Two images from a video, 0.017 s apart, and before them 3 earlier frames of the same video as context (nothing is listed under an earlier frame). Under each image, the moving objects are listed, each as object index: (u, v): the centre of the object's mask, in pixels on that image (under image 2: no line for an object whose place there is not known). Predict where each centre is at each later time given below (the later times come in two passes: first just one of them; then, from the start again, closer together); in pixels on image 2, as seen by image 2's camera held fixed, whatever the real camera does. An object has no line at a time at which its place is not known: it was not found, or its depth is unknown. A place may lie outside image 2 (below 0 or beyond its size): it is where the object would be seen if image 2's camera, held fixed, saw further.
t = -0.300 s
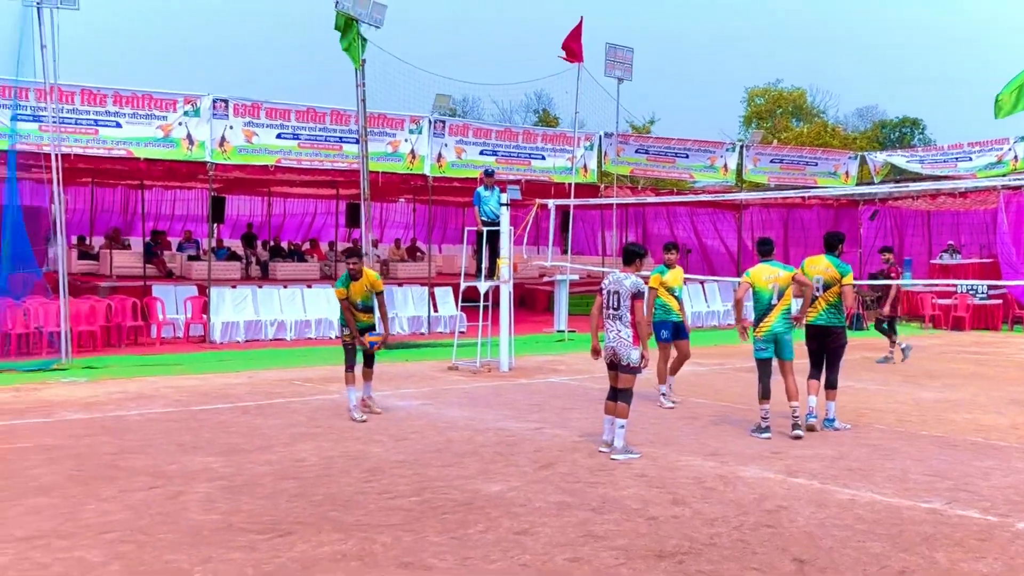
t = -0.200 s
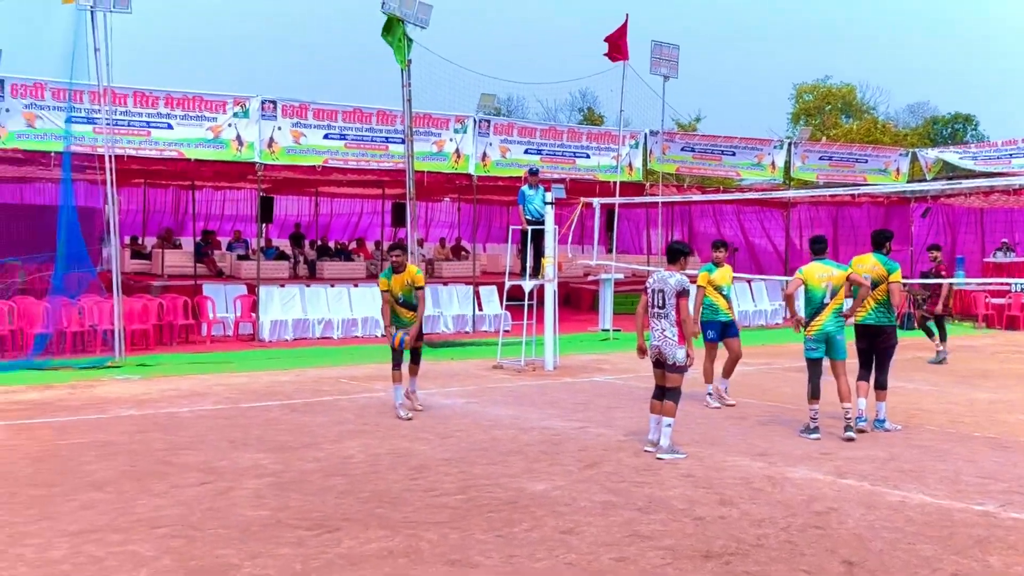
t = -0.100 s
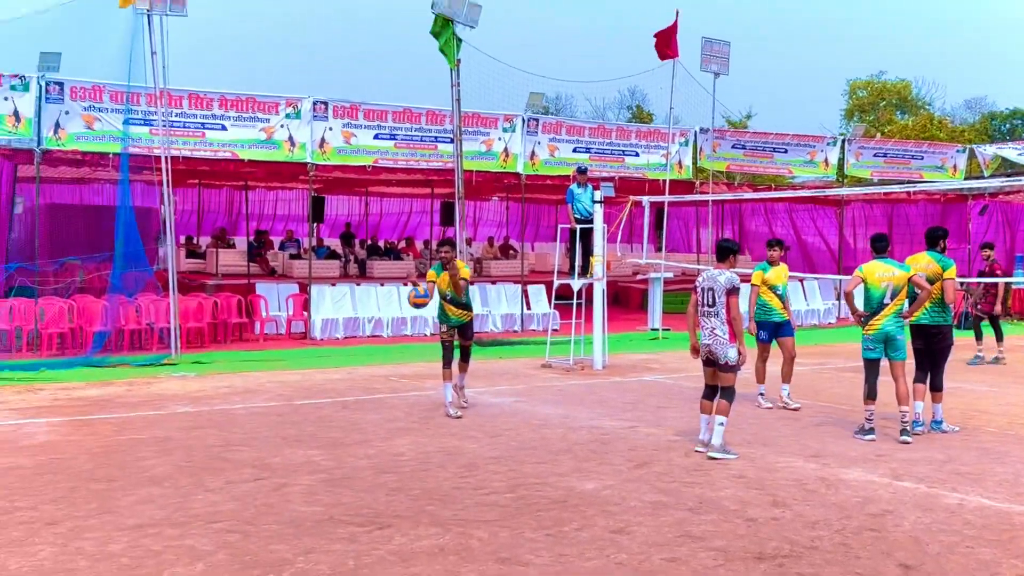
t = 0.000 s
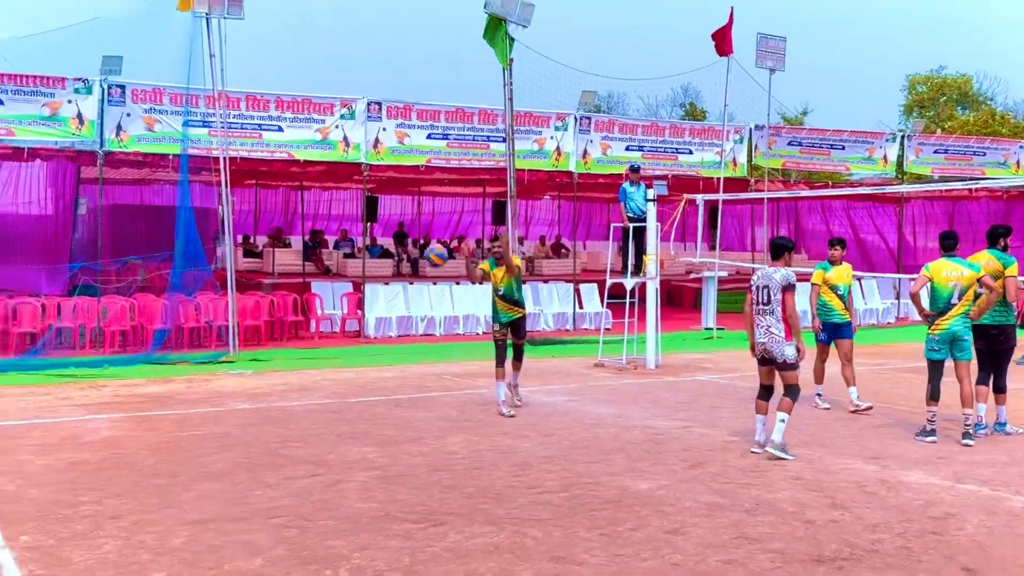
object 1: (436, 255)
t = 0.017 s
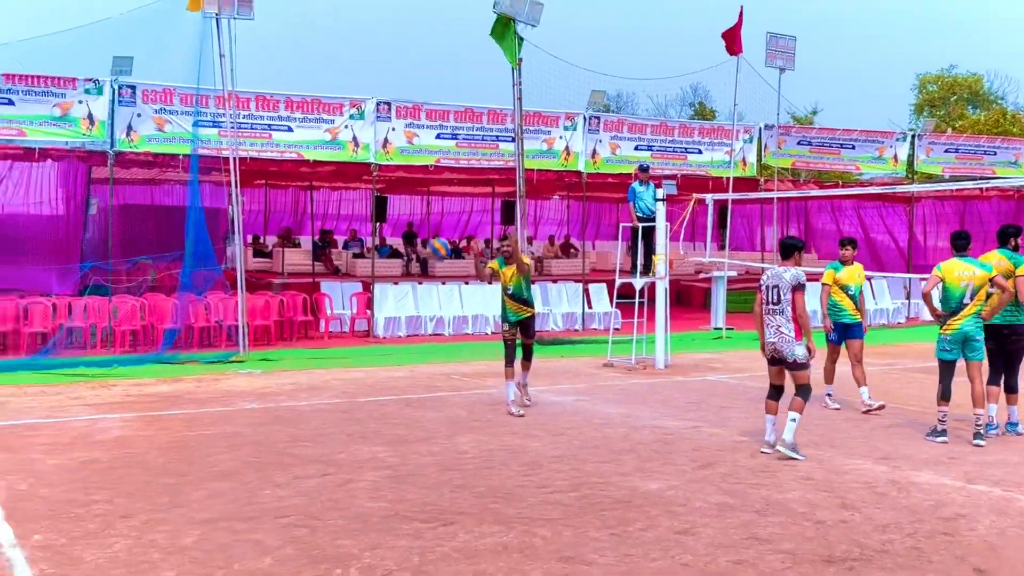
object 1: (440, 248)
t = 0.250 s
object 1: (339, 178)
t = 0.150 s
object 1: (384, 204)
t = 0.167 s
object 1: (378, 199)
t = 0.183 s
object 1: (370, 194)
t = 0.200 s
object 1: (363, 191)
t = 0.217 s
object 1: (354, 187)
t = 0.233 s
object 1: (348, 183)
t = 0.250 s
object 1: (339, 178)
